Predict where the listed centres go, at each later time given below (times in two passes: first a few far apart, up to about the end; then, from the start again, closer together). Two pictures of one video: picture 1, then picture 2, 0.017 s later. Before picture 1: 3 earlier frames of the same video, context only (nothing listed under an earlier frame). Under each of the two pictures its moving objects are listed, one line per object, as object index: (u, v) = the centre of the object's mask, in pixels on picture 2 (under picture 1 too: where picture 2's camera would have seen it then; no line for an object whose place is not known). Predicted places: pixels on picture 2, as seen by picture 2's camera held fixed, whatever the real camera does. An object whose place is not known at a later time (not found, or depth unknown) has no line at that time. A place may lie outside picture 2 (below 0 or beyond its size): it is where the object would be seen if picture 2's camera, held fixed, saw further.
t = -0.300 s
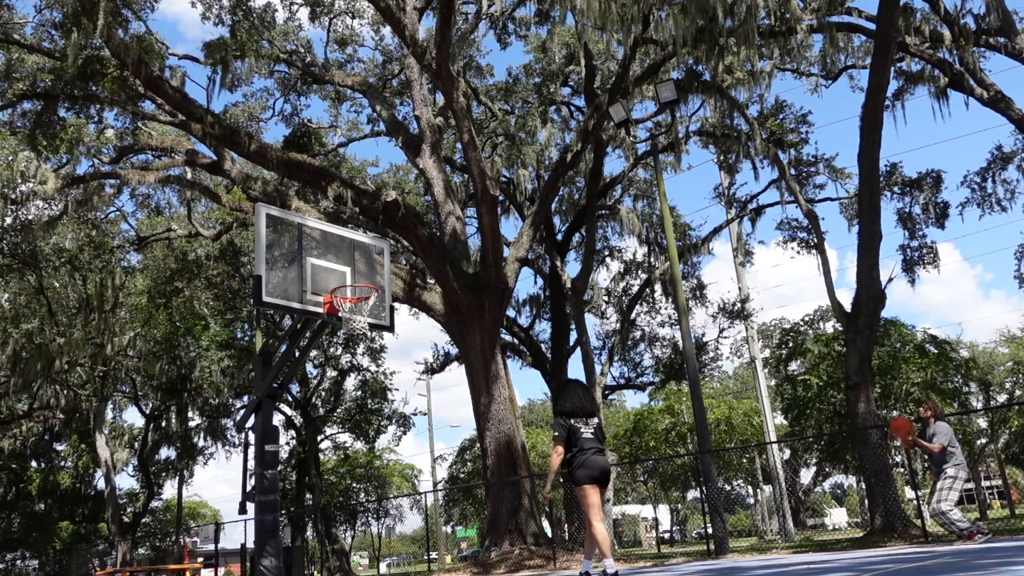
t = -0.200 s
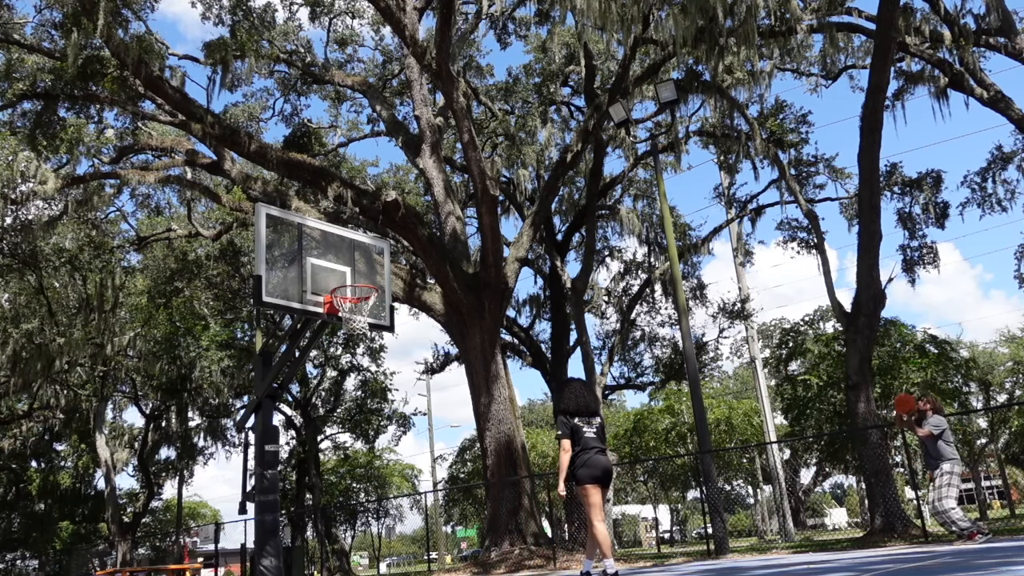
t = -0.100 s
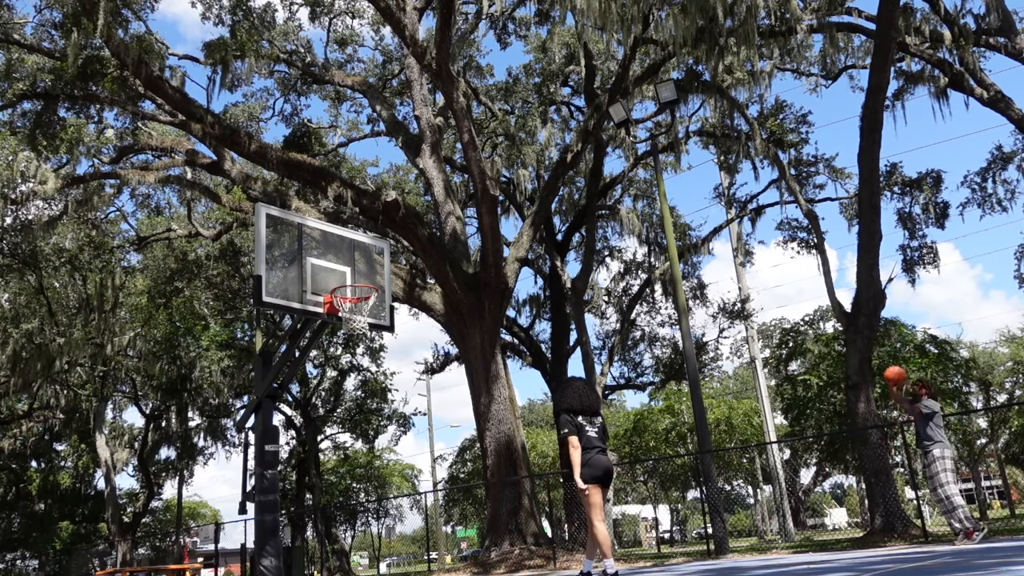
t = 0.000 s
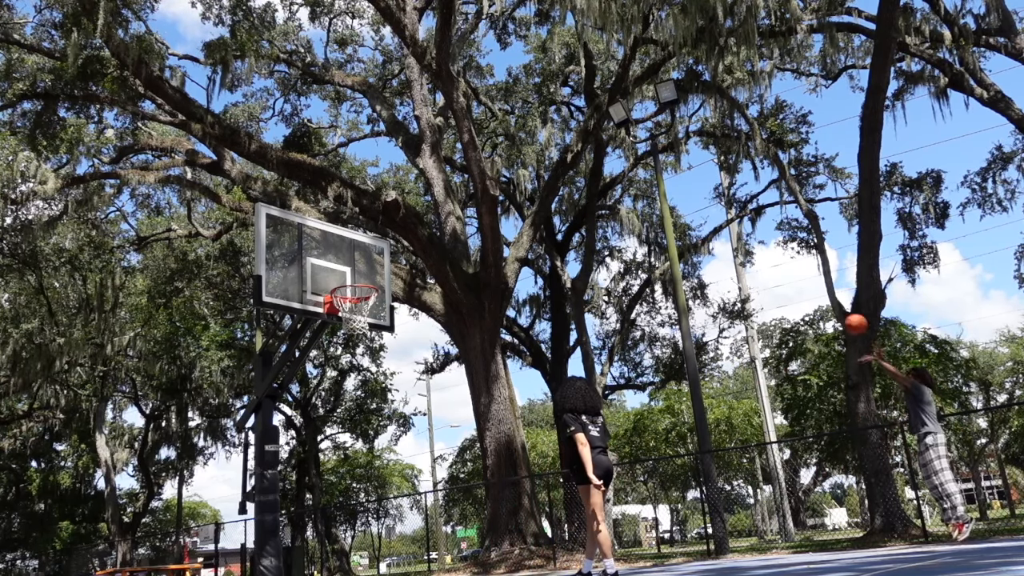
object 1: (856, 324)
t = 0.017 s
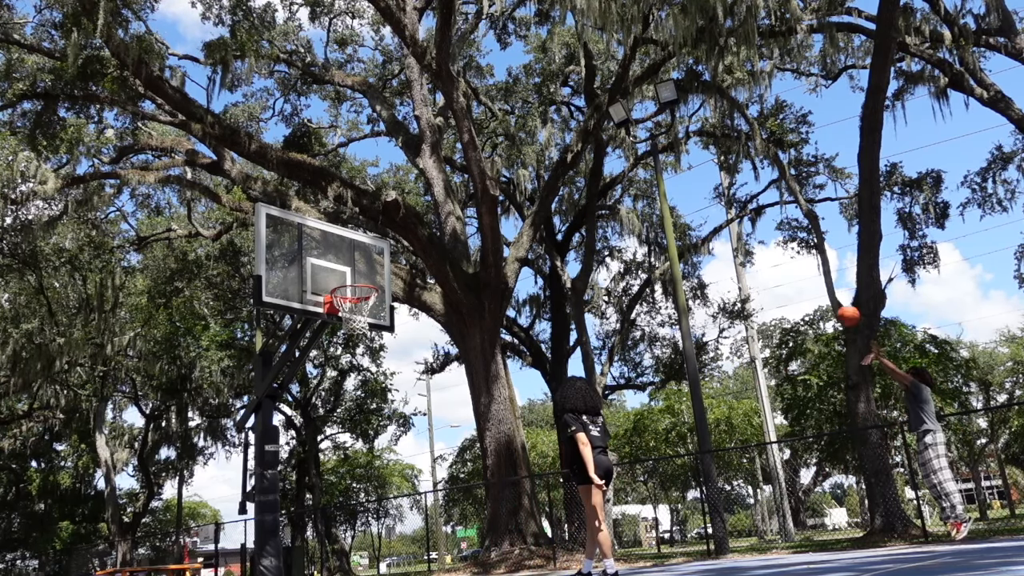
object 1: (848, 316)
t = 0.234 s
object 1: (754, 222)
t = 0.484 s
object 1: (654, 162)
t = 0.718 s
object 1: (568, 149)
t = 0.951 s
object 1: (481, 178)
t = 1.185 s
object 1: (392, 256)
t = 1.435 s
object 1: (349, 246)
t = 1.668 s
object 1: (320, 251)
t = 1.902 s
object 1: (291, 308)
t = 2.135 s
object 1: (259, 427)
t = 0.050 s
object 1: (833, 298)
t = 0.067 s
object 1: (826, 290)
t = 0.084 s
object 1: (819, 282)
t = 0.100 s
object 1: (811, 275)
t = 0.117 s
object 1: (803, 267)
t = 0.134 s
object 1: (796, 260)
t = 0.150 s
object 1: (789, 253)
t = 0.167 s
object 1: (782, 247)
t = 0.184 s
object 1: (775, 240)
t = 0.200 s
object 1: (768, 234)
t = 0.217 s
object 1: (761, 228)
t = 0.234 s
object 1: (754, 222)
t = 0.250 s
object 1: (747, 216)
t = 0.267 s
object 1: (740, 211)
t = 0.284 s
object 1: (733, 206)
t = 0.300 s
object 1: (727, 201)
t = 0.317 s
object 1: (720, 197)
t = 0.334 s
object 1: (713, 193)
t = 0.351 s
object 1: (706, 188)
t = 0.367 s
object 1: (700, 184)
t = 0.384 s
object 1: (693, 180)
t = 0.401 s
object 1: (687, 176)
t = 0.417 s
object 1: (680, 173)
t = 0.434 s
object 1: (673, 170)
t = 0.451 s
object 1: (667, 167)
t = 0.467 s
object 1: (661, 164)
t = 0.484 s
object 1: (654, 162)
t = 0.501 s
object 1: (649, 159)
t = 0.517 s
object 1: (642, 158)
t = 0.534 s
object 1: (635, 156)
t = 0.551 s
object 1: (629, 154)
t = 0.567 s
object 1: (623, 152)
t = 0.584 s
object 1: (617, 151)
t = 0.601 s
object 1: (611, 150)
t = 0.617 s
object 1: (605, 149)
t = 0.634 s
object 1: (598, 149)
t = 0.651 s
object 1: (592, 149)
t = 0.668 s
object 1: (586, 148)
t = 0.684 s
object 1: (579, 148)
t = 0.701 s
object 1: (574, 149)
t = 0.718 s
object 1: (568, 149)
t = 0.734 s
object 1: (561, 150)
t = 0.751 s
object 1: (555, 151)
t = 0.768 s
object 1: (548, 151)
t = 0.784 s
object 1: (542, 153)
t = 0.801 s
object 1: (536, 154)
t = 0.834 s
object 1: (524, 157)
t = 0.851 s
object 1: (518, 160)
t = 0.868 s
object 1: (512, 162)
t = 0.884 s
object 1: (506, 165)
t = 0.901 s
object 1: (499, 168)
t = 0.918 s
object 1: (493, 170)
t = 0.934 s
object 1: (488, 174)
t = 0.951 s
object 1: (481, 178)
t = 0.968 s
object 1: (475, 182)
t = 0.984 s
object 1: (469, 186)
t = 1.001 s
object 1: (463, 191)
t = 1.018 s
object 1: (457, 195)
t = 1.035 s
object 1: (450, 200)
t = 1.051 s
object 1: (444, 205)
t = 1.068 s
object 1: (438, 212)
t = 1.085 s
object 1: (432, 216)
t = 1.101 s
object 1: (425, 223)
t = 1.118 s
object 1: (418, 229)
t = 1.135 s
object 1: (413, 235)
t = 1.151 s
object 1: (406, 242)
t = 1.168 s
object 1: (399, 249)
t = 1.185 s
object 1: (392, 256)
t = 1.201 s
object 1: (386, 264)
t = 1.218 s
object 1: (379, 272)
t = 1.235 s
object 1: (374, 278)
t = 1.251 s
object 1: (372, 275)
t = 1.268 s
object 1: (370, 271)
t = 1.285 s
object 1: (368, 268)
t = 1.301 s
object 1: (366, 264)
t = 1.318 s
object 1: (365, 261)
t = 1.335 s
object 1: (363, 259)
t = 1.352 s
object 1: (360, 256)
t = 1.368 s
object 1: (358, 253)
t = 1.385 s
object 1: (356, 252)
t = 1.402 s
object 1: (353, 250)
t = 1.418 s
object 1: (351, 248)
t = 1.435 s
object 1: (349, 246)
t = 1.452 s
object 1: (347, 244)
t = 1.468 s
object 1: (345, 244)
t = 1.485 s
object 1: (343, 243)
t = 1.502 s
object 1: (341, 243)
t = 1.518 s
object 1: (338, 242)
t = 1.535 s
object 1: (337, 242)
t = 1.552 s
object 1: (334, 243)
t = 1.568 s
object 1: (332, 243)
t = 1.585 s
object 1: (331, 244)
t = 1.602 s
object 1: (329, 244)
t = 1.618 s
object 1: (326, 246)
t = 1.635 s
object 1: (324, 247)
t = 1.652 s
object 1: (322, 249)
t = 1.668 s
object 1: (320, 251)
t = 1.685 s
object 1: (318, 254)
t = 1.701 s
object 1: (316, 256)
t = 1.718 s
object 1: (313, 259)
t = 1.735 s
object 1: (312, 262)
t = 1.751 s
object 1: (310, 265)
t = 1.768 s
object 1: (308, 269)
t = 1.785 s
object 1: (305, 273)
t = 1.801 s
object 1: (303, 277)
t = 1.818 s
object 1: (301, 282)
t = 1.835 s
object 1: (299, 286)
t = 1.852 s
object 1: (297, 291)
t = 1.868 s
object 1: (295, 297)
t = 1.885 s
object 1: (293, 302)
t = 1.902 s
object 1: (291, 308)
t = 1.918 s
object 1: (288, 315)
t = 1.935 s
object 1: (287, 320)
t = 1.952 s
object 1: (283, 327)
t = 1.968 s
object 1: (282, 335)
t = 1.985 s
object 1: (280, 343)
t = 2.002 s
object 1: (278, 351)
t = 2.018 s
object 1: (274, 359)
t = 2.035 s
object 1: (272, 368)
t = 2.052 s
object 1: (269, 377)
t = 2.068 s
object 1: (268, 386)
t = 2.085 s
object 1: (265, 396)
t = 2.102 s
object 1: (263, 405)
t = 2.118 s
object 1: (260, 416)
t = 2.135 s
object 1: (259, 427)
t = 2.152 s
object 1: (256, 438)
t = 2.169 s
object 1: (253, 450)
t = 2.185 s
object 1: (251, 463)
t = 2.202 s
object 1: (249, 476)
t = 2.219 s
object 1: (245, 489)
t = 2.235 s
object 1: (243, 502)
